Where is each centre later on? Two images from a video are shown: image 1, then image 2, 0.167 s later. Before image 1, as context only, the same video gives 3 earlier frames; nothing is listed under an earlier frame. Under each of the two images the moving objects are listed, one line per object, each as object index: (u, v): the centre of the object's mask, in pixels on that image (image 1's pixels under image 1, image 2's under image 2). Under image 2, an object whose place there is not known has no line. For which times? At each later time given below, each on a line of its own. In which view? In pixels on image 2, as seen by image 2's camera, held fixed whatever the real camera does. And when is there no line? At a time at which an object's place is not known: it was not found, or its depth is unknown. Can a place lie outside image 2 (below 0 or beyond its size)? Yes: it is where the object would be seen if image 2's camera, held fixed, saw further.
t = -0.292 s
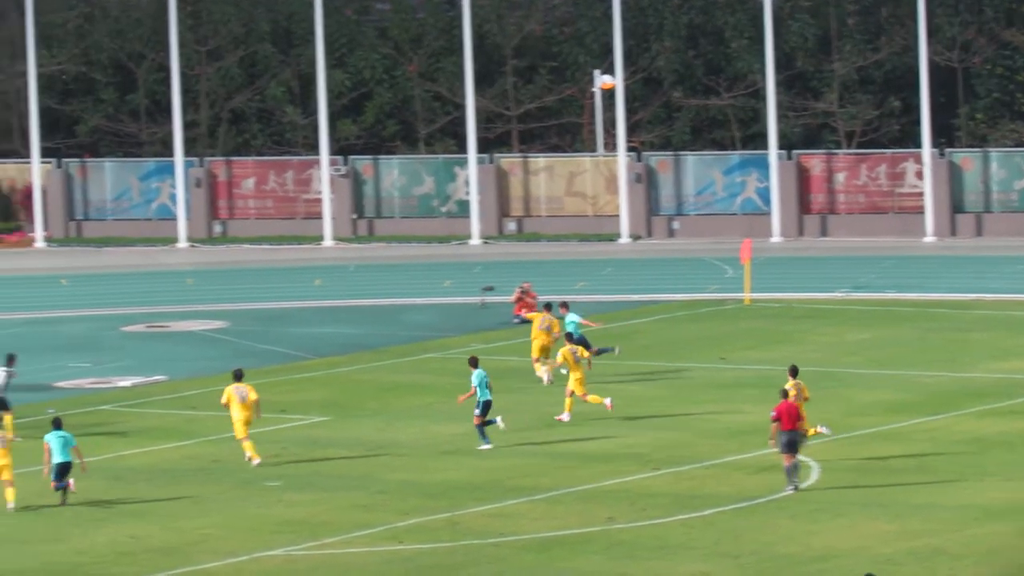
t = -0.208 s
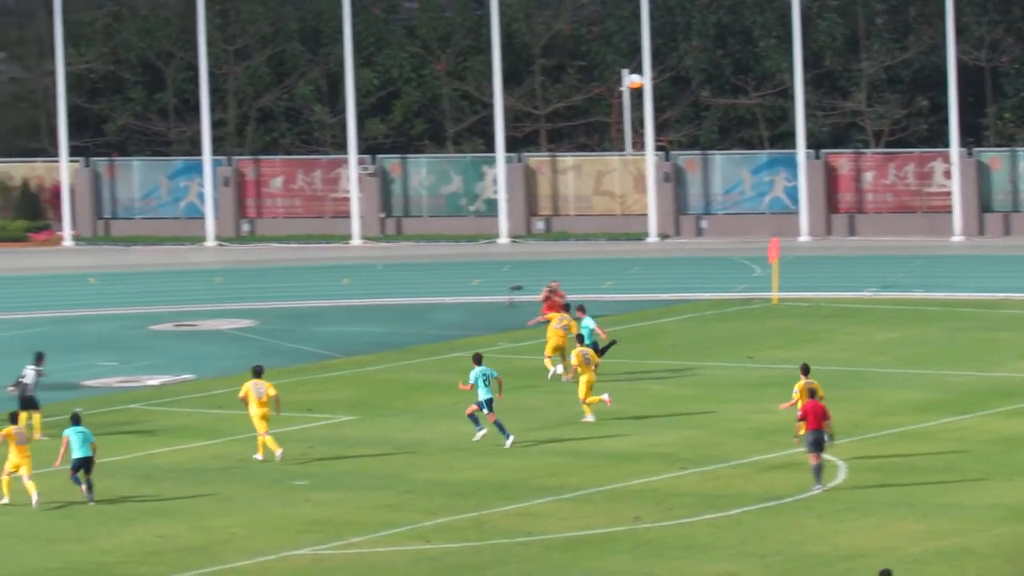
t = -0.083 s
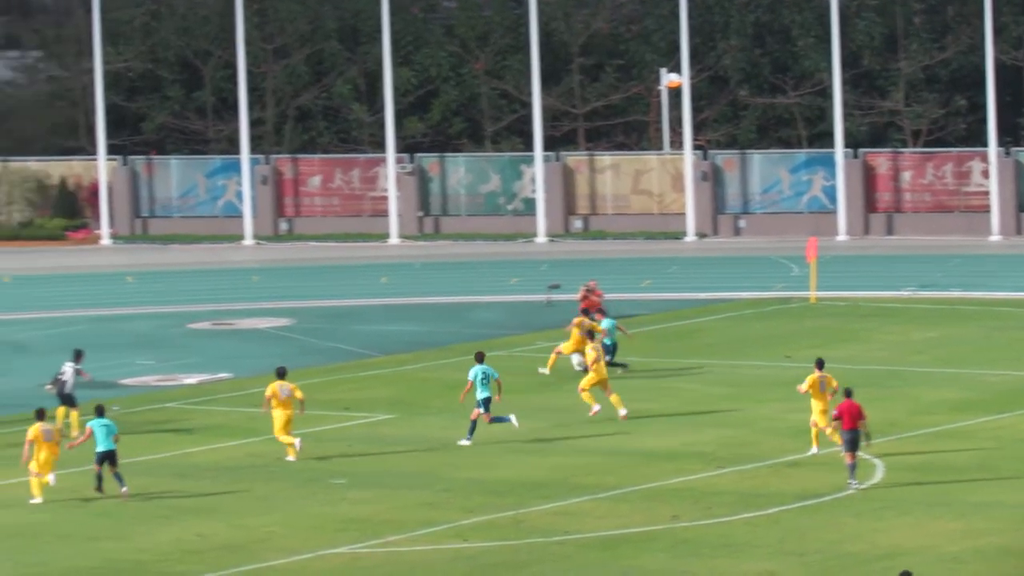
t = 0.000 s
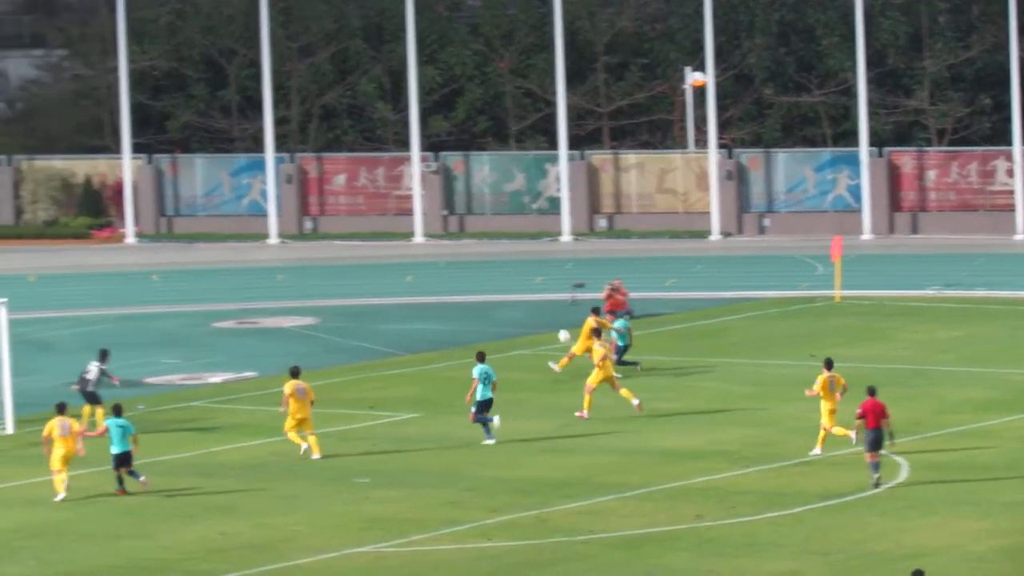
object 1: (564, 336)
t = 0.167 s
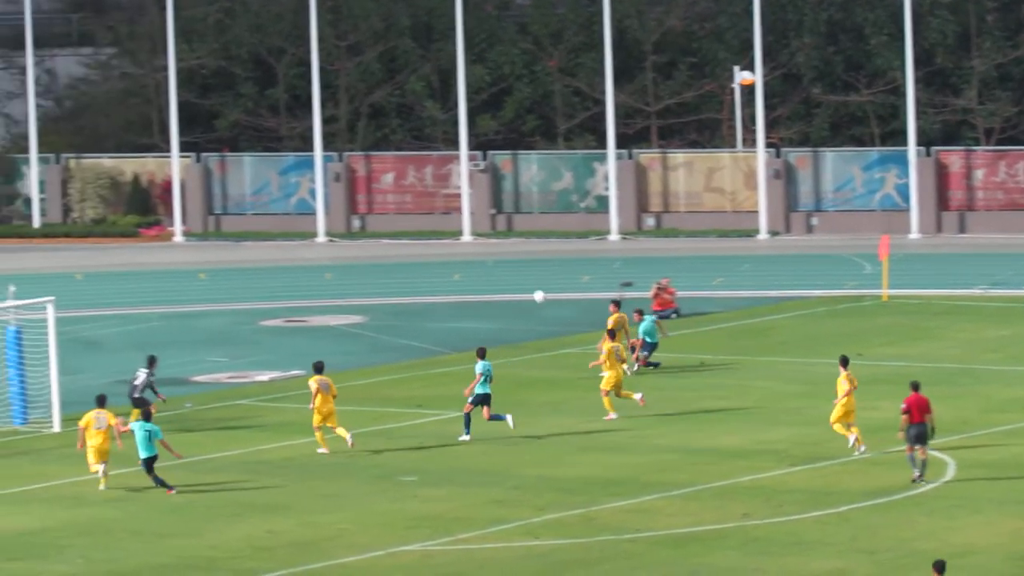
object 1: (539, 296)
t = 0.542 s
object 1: (392, 251)
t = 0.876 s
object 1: (273, 261)
